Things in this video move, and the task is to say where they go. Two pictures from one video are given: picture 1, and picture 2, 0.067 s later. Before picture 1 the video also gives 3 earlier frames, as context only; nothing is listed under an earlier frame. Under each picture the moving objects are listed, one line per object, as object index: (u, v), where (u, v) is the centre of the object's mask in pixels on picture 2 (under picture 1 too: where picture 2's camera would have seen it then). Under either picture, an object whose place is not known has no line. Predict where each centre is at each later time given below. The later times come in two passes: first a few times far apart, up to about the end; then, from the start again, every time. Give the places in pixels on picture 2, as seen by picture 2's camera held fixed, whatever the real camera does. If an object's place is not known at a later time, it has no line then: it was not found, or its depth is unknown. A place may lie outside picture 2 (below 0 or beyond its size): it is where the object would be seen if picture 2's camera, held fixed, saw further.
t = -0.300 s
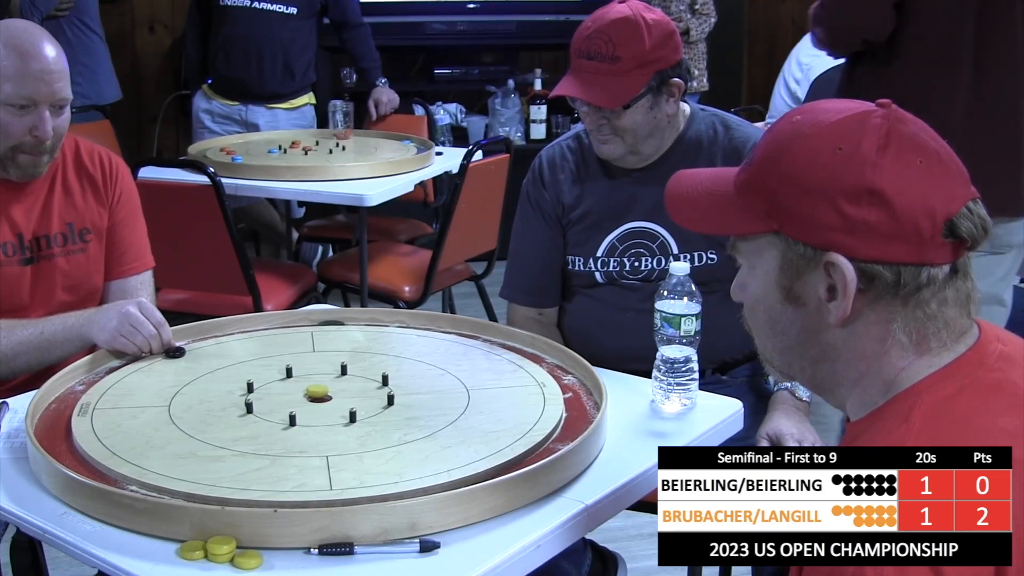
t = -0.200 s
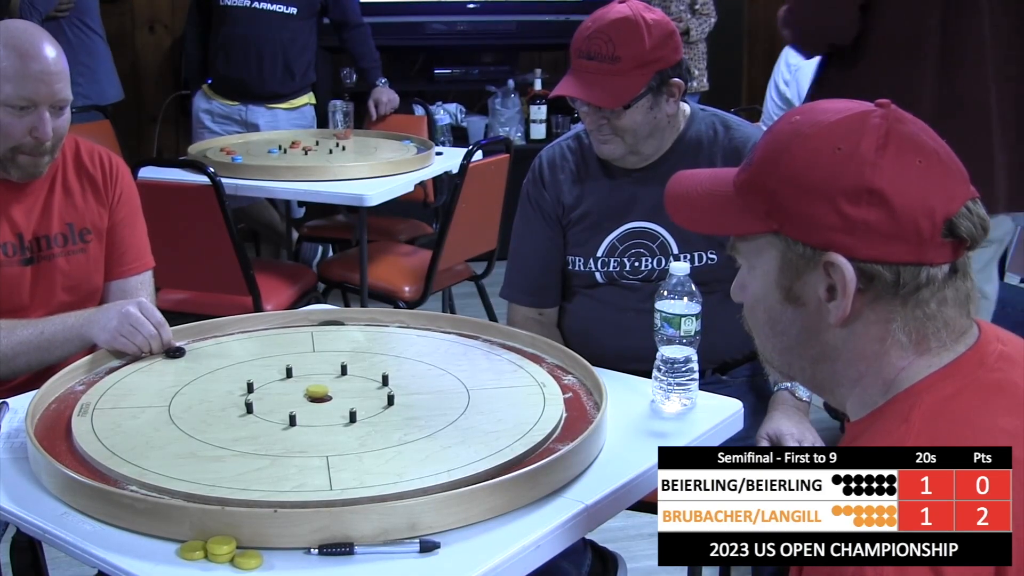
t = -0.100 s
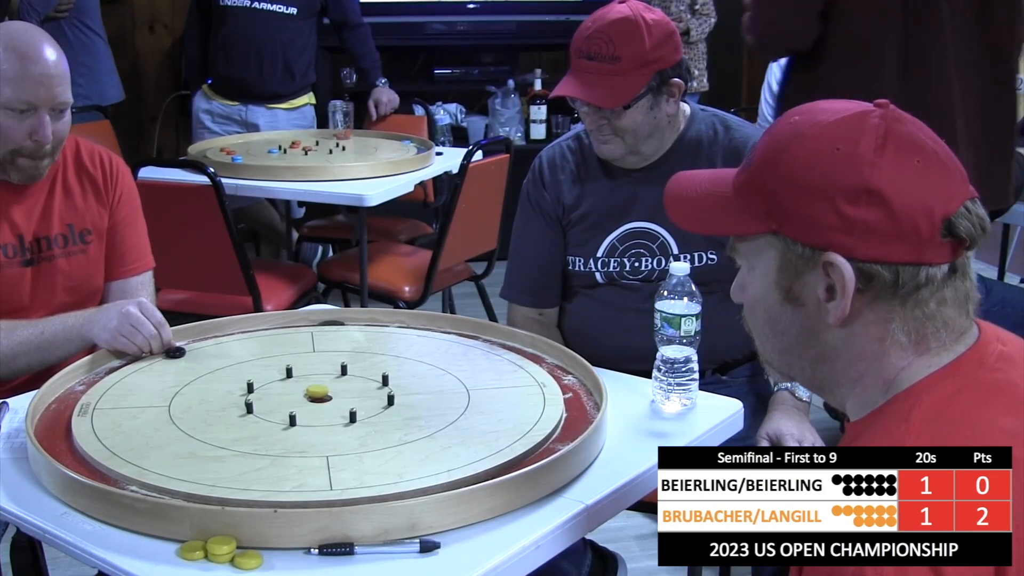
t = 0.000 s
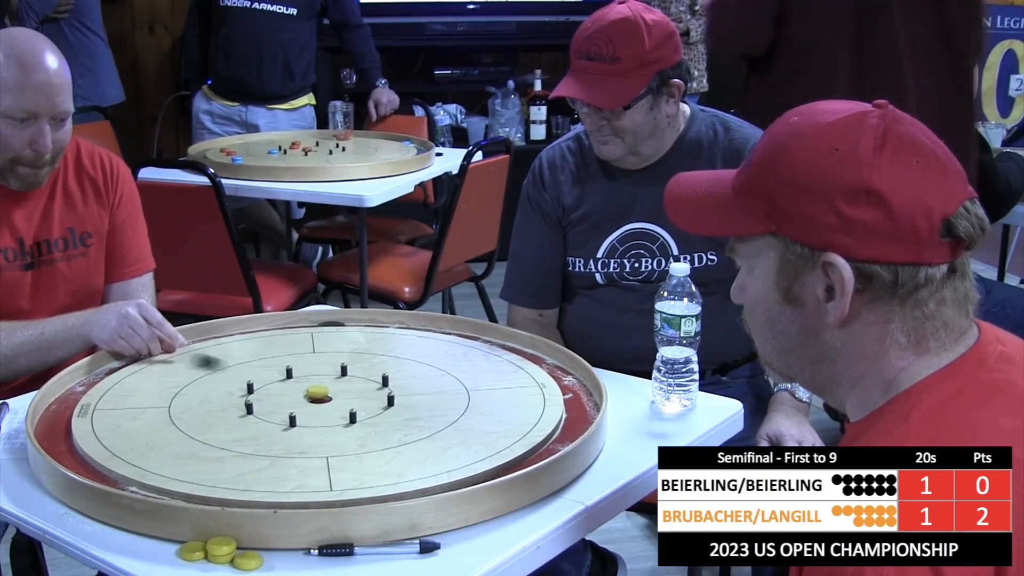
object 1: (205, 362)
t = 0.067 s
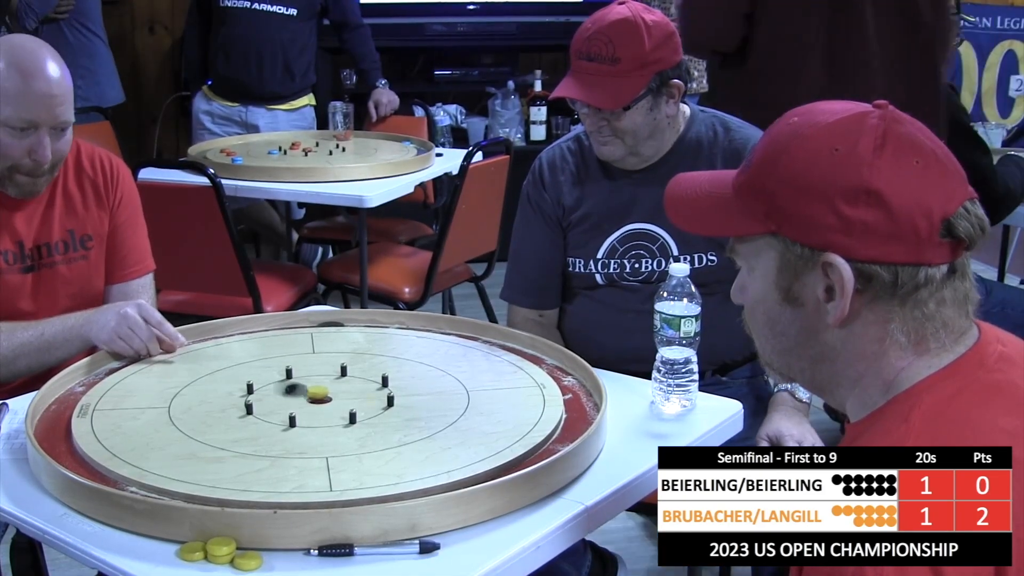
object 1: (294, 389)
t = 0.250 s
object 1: (316, 426)
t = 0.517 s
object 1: (343, 471)
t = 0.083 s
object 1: (298, 392)
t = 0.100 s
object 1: (300, 396)
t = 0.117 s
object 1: (301, 399)
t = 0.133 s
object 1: (303, 402)
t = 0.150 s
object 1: (305, 405)
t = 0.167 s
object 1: (307, 408)
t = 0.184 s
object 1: (309, 412)
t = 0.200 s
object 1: (311, 416)
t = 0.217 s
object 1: (313, 419)
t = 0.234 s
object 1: (314, 422)
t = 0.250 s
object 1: (316, 426)
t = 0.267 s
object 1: (318, 429)
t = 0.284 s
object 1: (320, 432)
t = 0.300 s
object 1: (321, 435)
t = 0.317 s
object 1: (323, 438)
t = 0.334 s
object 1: (325, 441)
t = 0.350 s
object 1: (327, 444)
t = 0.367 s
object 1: (328, 447)
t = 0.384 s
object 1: (330, 450)
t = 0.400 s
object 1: (332, 453)
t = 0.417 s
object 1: (334, 456)
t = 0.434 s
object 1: (336, 458)
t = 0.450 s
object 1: (337, 461)
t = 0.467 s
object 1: (339, 463)
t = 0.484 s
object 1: (341, 466)
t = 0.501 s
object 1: (342, 469)
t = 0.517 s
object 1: (343, 471)
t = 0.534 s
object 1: (345, 473)
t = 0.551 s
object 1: (346, 476)
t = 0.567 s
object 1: (348, 478)
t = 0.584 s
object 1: (349, 480)
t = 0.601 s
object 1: (350, 482)
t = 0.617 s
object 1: (352, 484)
